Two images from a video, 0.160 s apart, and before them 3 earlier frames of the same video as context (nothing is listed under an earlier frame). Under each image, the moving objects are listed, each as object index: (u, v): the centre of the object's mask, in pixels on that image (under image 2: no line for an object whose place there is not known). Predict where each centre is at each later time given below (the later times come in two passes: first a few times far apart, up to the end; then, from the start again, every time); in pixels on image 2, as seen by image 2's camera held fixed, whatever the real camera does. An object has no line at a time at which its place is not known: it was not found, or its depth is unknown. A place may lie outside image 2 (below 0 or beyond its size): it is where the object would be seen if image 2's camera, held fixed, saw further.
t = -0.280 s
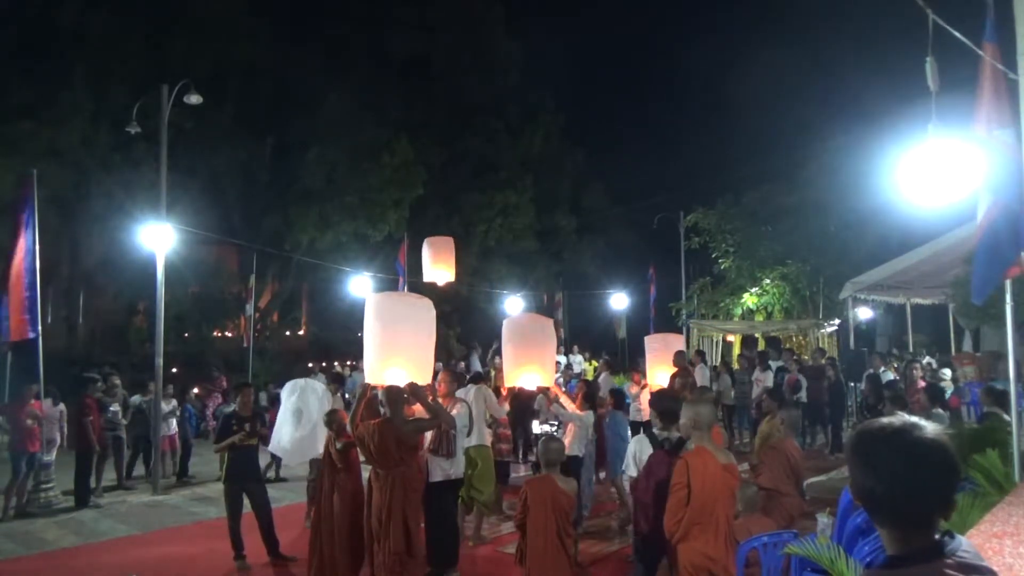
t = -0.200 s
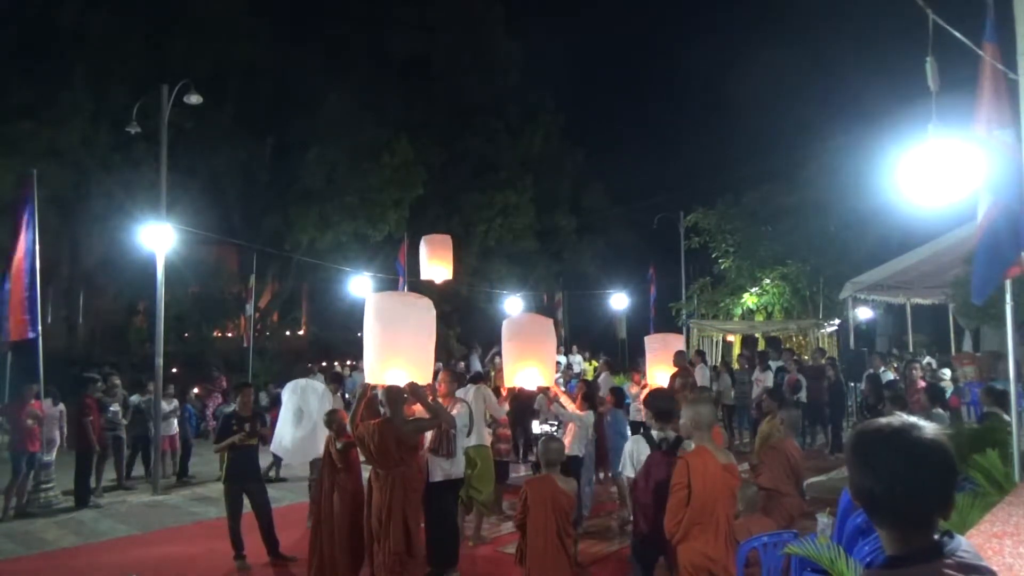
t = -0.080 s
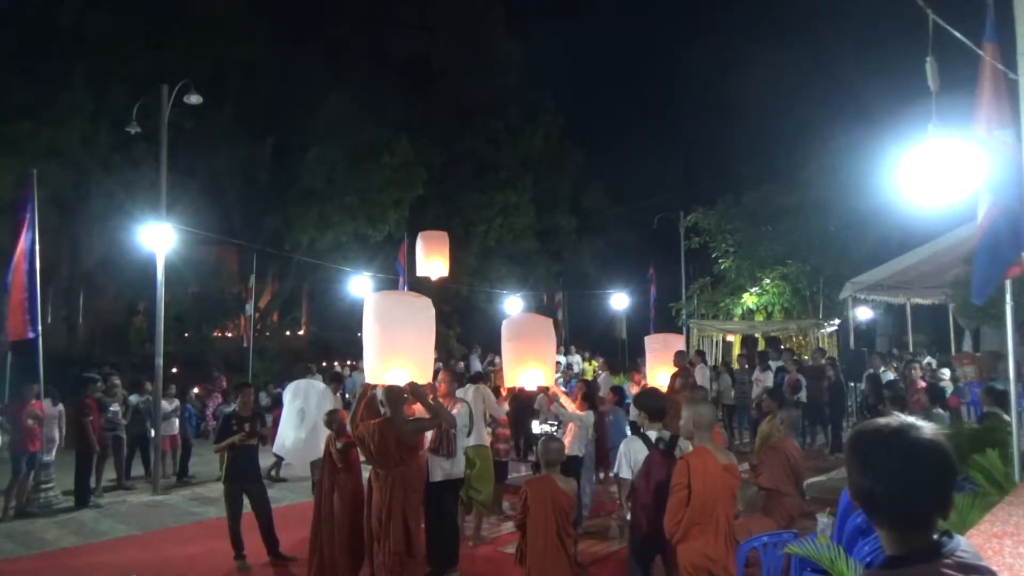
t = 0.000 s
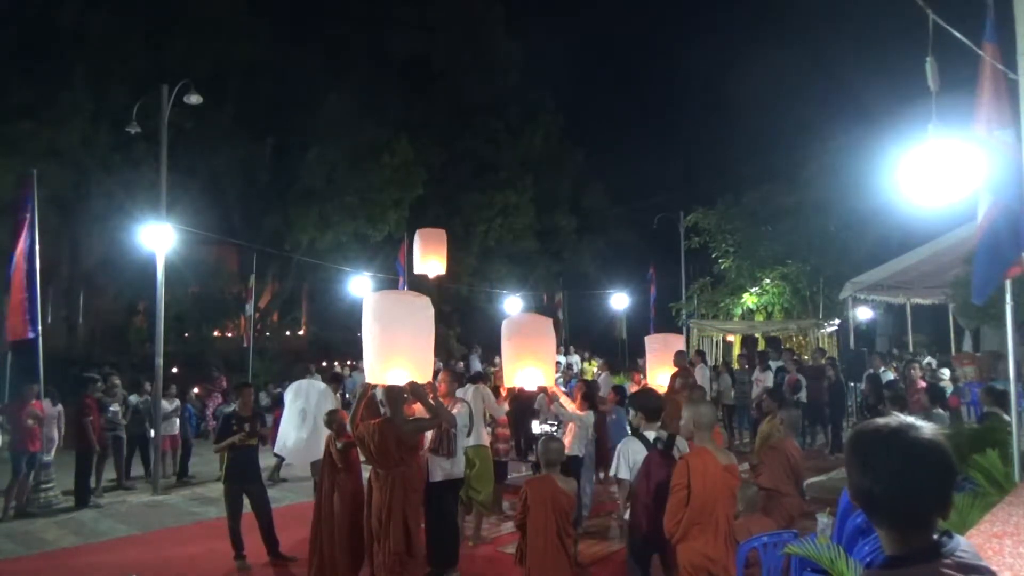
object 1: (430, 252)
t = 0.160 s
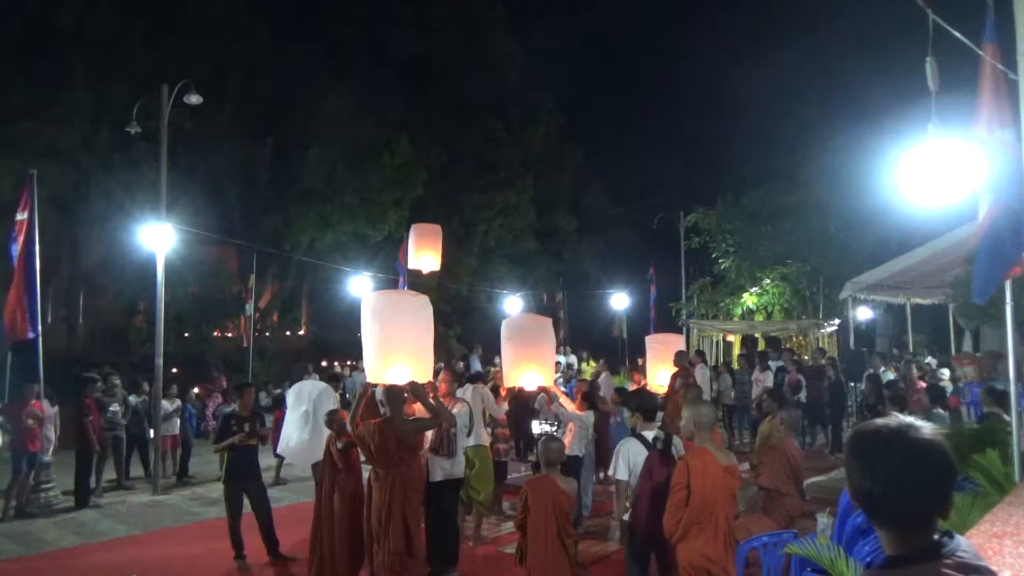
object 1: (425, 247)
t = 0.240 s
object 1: (422, 245)
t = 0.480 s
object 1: (414, 238)
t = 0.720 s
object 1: (405, 229)
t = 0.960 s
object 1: (396, 220)
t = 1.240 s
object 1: (385, 209)
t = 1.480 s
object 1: (375, 199)
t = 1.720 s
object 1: (365, 187)
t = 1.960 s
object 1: (354, 174)
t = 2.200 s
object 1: (343, 160)
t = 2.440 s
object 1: (331, 145)
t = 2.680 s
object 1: (318, 127)
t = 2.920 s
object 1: (304, 108)
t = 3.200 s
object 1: (286, 83)
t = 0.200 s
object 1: (424, 246)
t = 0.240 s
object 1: (422, 245)
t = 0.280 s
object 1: (421, 244)
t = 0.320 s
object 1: (420, 243)
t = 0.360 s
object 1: (418, 242)
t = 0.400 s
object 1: (417, 240)
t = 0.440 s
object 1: (416, 239)
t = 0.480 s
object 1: (414, 238)
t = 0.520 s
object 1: (413, 236)
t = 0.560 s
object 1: (411, 235)
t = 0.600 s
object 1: (410, 234)
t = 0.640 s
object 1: (408, 232)
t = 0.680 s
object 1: (407, 231)
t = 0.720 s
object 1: (405, 229)
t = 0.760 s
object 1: (404, 228)
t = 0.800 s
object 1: (402, 226)
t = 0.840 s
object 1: (401, 225)
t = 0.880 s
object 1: (400, 223)
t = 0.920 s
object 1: (398, 222)
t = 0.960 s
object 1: (396, 220)
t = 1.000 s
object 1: (395, 219)
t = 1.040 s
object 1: (393, 217)
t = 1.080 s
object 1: (391, 216)
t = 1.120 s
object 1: (390, 214)
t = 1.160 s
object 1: (388, 213)
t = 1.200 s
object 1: (387, 211)
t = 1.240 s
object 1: (385, 209)
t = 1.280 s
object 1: (383, 208)
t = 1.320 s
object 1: (382, 206)
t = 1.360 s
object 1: (380, 204)
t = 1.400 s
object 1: (379, 202)
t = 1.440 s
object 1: (377, 200)
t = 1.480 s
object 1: (375, 199)
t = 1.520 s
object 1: (374, 197)
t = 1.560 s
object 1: (372, 195)
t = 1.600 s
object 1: (370, 193)
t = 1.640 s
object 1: (368, 191)
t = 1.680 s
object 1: (367, 189)
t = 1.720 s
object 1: (365, 187)
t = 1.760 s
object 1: (363, 185)
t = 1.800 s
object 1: (361, 183)
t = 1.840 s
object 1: (360, 181)
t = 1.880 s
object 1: (358, 179)
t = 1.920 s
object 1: (356, 176)
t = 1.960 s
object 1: (354, 174)
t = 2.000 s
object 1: (352, 172)
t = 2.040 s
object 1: (351, 170)
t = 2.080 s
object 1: (349, 168)
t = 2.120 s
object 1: (347, 165)
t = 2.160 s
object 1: (345, 163)
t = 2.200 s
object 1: (343, 160)
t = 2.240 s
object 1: (341, 158)
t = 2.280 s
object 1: (339, 155)
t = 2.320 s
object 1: (338, 153)
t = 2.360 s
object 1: (335, 150)
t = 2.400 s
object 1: (334, 147)
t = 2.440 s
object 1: (331, 145)
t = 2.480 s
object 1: (329, 142)
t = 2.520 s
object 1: (327, 139)
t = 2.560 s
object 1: (325, 136)
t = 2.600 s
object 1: (323, 133)
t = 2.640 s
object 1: (321, 130)
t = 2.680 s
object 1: (318, 127)
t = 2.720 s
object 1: (316, 124)
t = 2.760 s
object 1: (314, 121)
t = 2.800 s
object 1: (312, 118)
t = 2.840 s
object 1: (309, 115)
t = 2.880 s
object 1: (307, 111)
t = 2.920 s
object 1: (304, 108)
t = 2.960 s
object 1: (302, 105)
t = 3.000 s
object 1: (299, 101)
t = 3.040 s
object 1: (297, 98)
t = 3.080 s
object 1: (294, 94)
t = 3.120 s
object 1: (291, 90)
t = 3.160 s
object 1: (289, 87)
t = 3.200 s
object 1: (286, 83)
